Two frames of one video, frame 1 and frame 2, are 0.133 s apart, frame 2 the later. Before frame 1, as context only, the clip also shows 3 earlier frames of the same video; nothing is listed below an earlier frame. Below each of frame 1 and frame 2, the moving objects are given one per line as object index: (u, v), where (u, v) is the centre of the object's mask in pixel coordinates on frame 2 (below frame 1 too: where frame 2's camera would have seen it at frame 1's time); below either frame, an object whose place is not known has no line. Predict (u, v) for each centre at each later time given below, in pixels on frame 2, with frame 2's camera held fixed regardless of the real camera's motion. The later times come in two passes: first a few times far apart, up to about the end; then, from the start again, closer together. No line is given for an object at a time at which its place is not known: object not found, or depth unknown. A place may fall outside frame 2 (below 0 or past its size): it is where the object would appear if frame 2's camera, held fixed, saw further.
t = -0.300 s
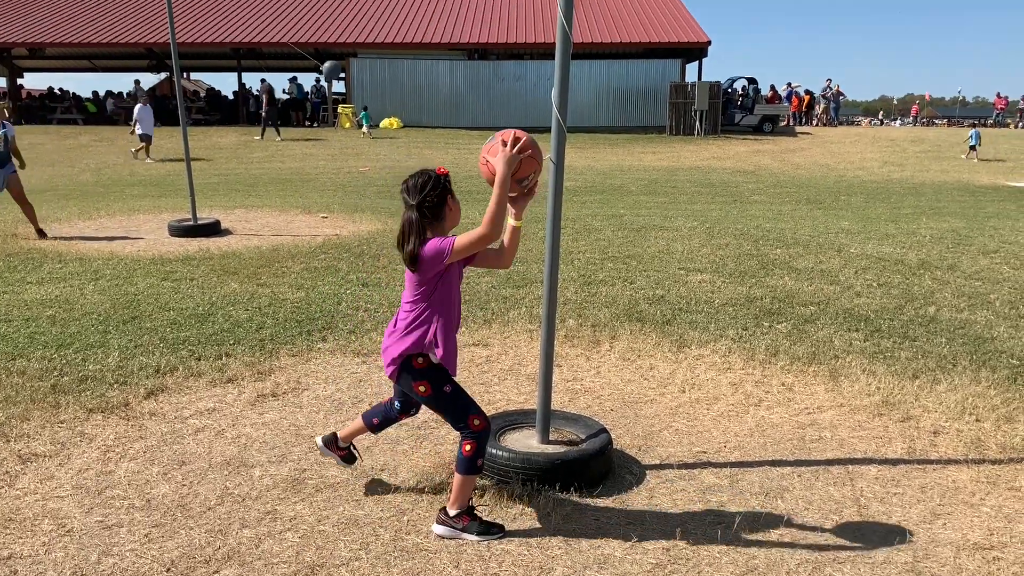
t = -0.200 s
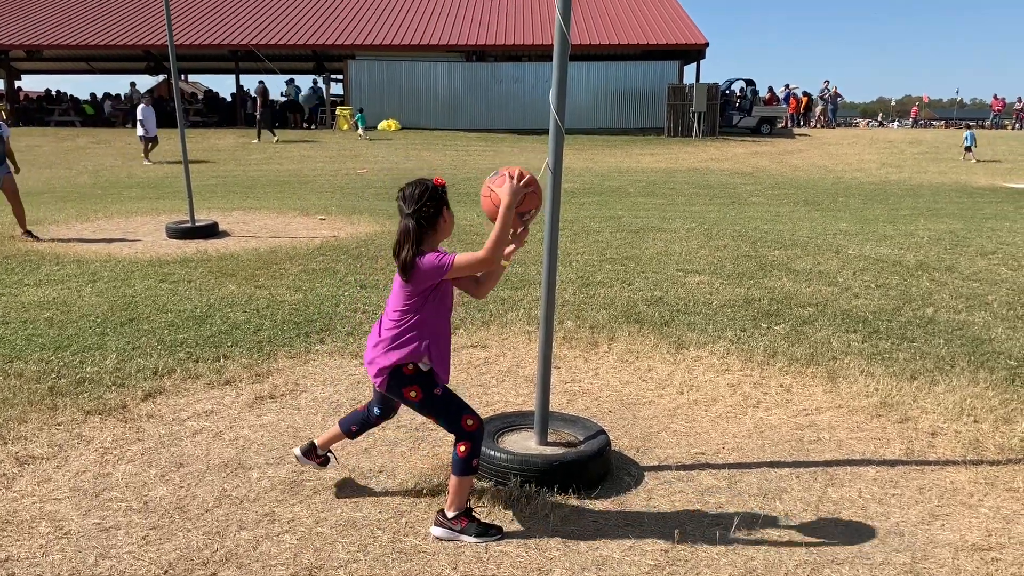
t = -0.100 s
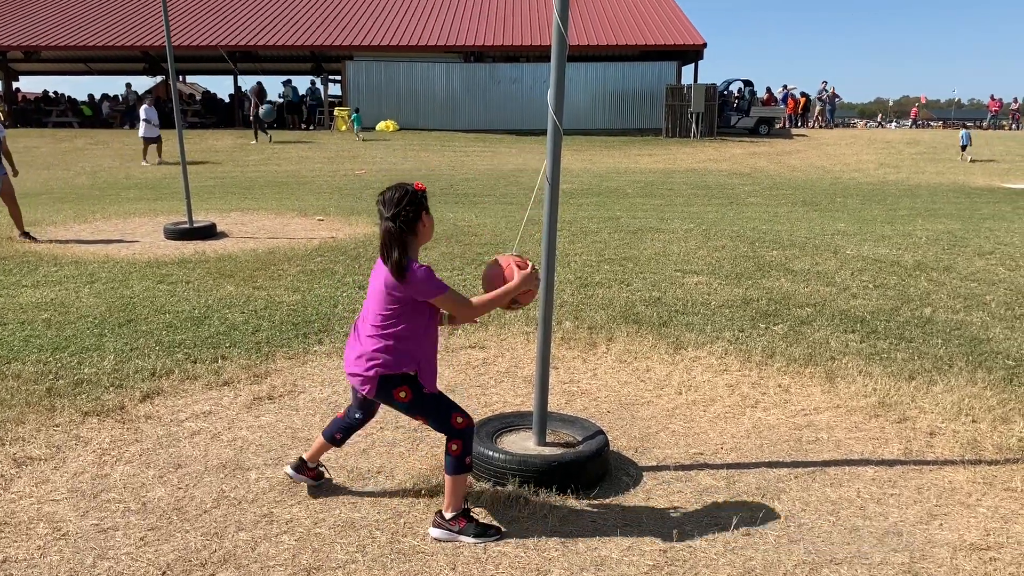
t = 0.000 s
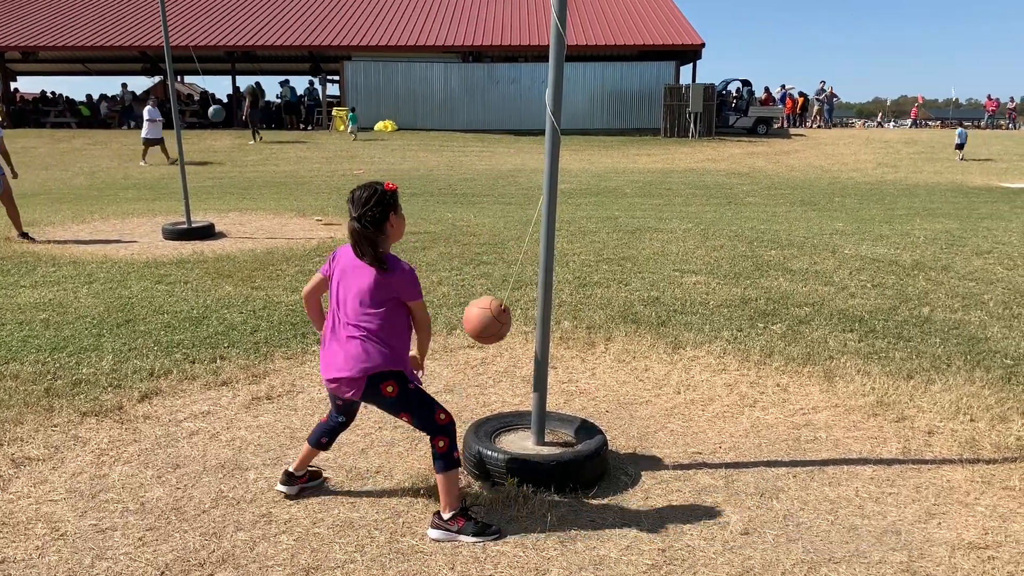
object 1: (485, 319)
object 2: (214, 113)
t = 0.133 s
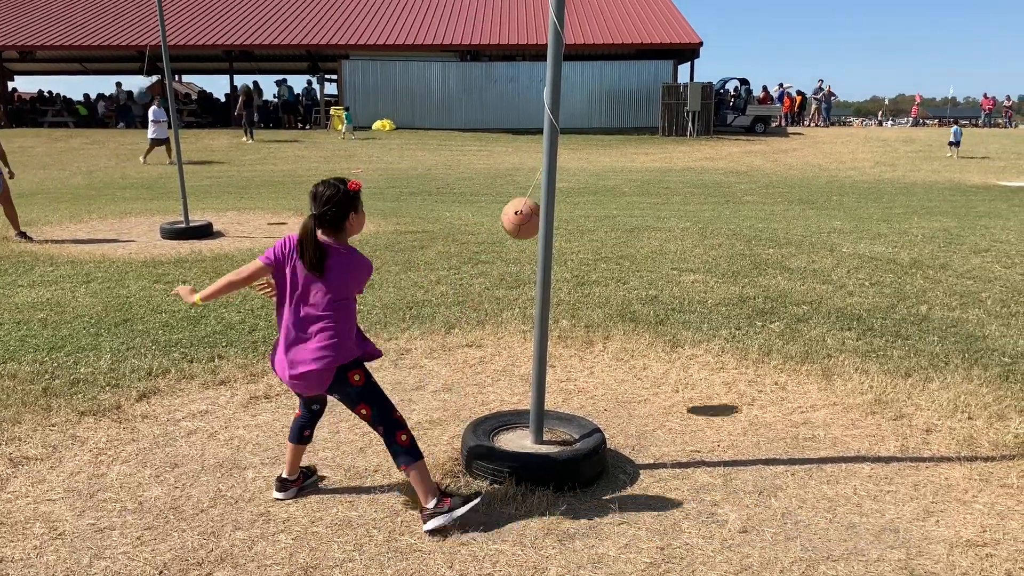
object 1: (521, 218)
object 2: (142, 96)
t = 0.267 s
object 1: (579, 112)
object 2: (73, 63)
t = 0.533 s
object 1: (687, 12)
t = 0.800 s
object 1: (772, 62)
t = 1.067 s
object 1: (682, 294)
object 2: (33, 15)
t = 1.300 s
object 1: (408, 305)
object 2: (169, 82)
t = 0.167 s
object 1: (528, 192)
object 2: (123, 90)
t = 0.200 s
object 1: (563, 165)
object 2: (107, 81)
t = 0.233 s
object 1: (570, 138)
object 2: (90, 72)
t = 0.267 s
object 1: (579, 112)
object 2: (73, 63)
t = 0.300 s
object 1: (593, 89)
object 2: (57, 54)
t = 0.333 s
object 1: (608, 67)
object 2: (43, 45)
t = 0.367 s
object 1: (623, 48)
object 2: (29, 36)
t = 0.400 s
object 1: (637, 31)
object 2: (16, 27)
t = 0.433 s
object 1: (651, 21)
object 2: (9, 19)
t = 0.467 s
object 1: (664, 16)
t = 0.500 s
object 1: (676, 13)
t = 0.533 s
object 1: (687, 12)
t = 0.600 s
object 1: (711, 12)
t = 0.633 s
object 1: (721, 14)
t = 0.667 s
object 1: (733, 18)
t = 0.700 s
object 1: (744, 23)
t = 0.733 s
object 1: (754, 30)
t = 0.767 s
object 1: (763, 42)
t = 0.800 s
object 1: (772, 62)
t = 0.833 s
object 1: (779, 86)
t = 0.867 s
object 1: (785, 114)
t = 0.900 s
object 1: (788, 146)
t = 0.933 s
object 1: (788, 181)
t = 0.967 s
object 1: (782, 218)
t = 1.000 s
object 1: (760, 249)
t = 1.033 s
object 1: (722, 271)
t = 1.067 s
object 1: (682, 294)
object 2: (33, 15)
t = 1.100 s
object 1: (641, 317)
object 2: (48, 20)
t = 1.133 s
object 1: (599, 337)
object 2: (67, 30)
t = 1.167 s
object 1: (556, 350)
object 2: (87, 40)
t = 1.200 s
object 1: (515, 348)
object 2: (107, 52)
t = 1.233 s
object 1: (475, 335)
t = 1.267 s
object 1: (439, 321)
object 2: (149, 73)
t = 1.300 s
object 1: (408, 305)
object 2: (169, 82)
